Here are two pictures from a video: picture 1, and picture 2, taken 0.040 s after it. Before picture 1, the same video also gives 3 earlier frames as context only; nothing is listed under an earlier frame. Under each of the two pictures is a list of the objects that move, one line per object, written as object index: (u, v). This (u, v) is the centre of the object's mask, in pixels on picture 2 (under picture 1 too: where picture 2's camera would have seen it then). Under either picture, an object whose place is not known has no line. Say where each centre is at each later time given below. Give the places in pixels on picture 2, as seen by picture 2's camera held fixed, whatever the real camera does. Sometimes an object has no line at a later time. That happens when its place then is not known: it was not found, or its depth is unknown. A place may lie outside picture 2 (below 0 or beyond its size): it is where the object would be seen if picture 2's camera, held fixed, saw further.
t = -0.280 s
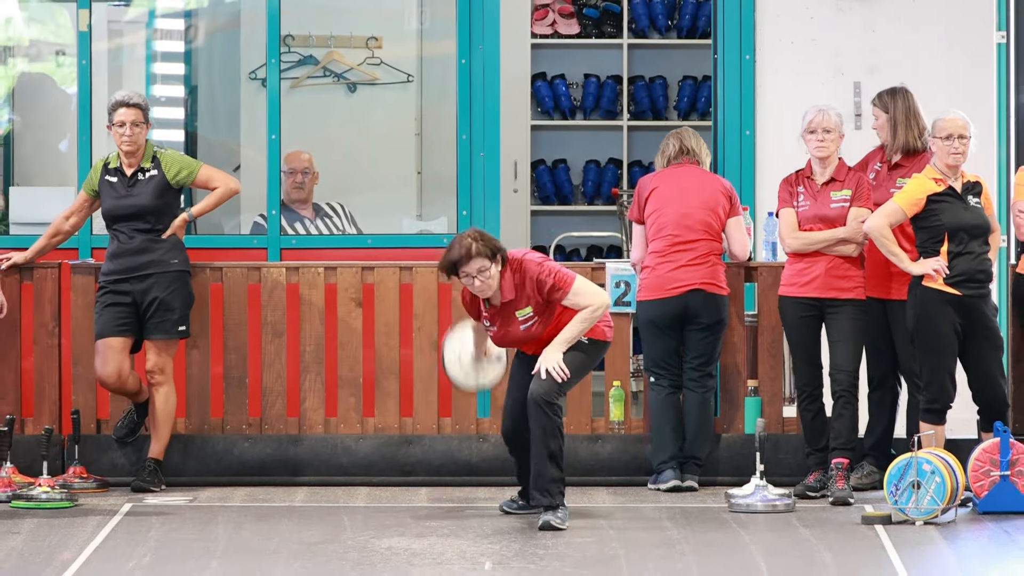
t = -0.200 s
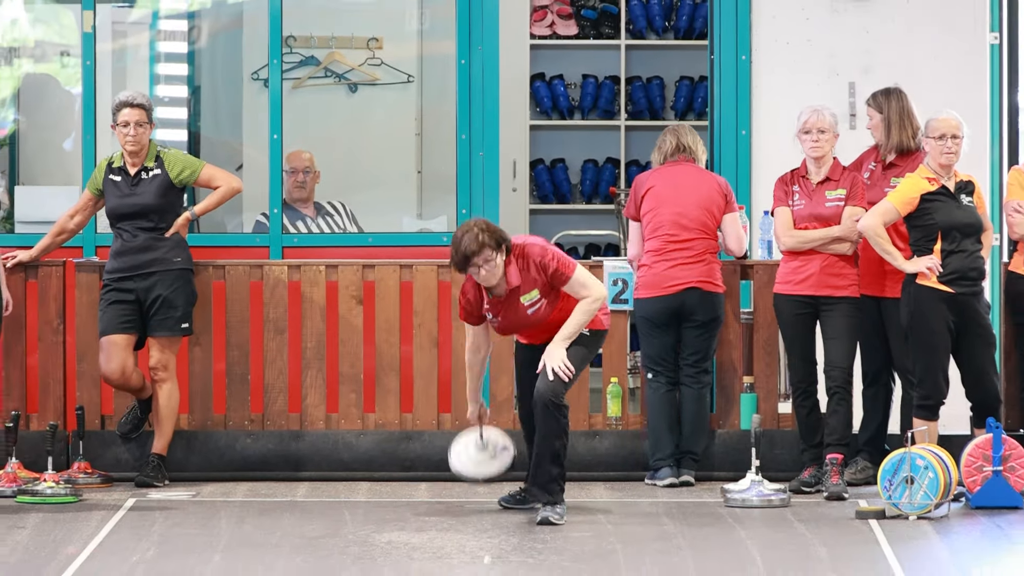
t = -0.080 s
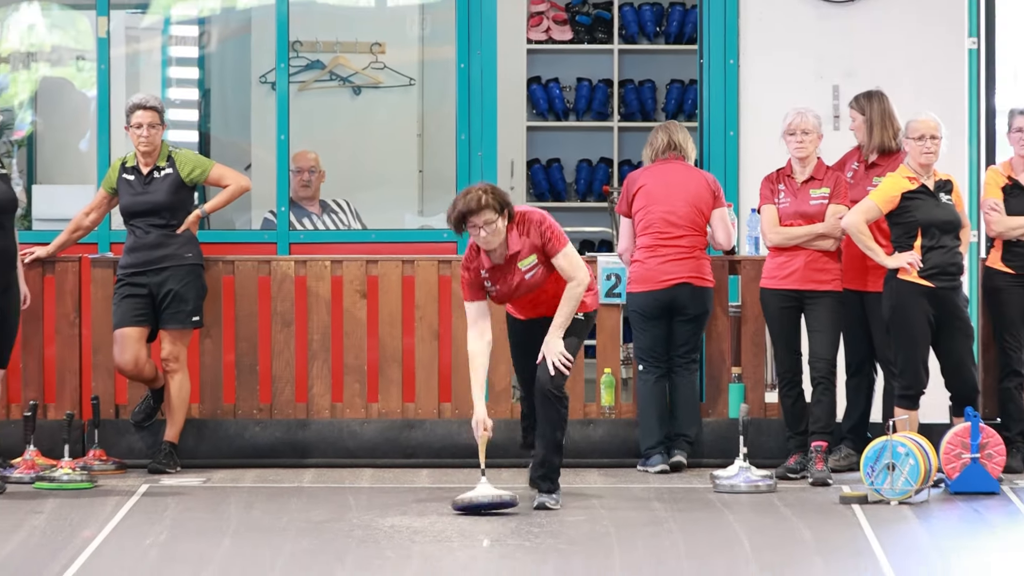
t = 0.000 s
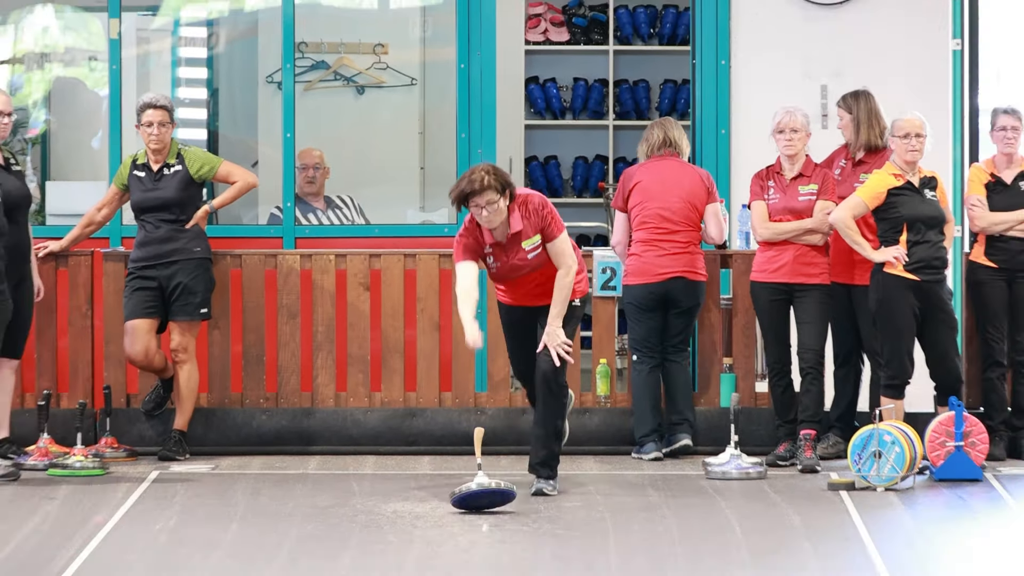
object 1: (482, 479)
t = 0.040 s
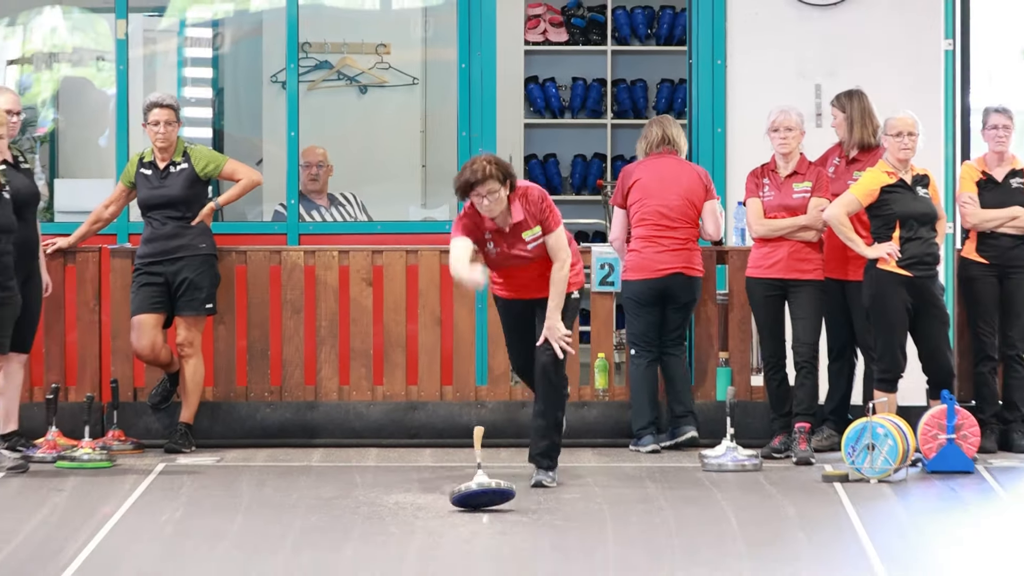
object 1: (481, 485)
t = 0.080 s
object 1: (480, 493)
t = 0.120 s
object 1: (480, 503)
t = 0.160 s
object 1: (477, 508)
